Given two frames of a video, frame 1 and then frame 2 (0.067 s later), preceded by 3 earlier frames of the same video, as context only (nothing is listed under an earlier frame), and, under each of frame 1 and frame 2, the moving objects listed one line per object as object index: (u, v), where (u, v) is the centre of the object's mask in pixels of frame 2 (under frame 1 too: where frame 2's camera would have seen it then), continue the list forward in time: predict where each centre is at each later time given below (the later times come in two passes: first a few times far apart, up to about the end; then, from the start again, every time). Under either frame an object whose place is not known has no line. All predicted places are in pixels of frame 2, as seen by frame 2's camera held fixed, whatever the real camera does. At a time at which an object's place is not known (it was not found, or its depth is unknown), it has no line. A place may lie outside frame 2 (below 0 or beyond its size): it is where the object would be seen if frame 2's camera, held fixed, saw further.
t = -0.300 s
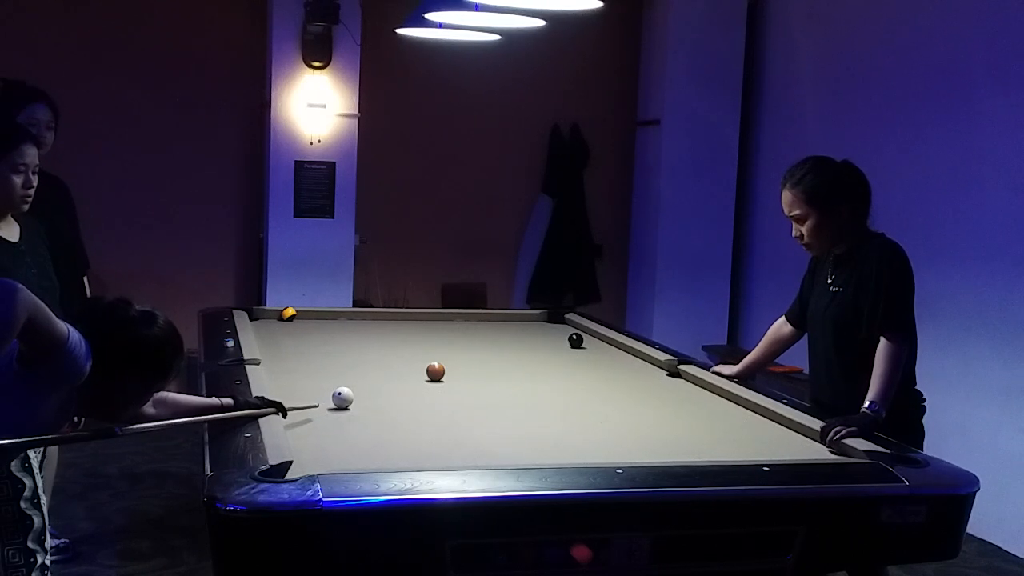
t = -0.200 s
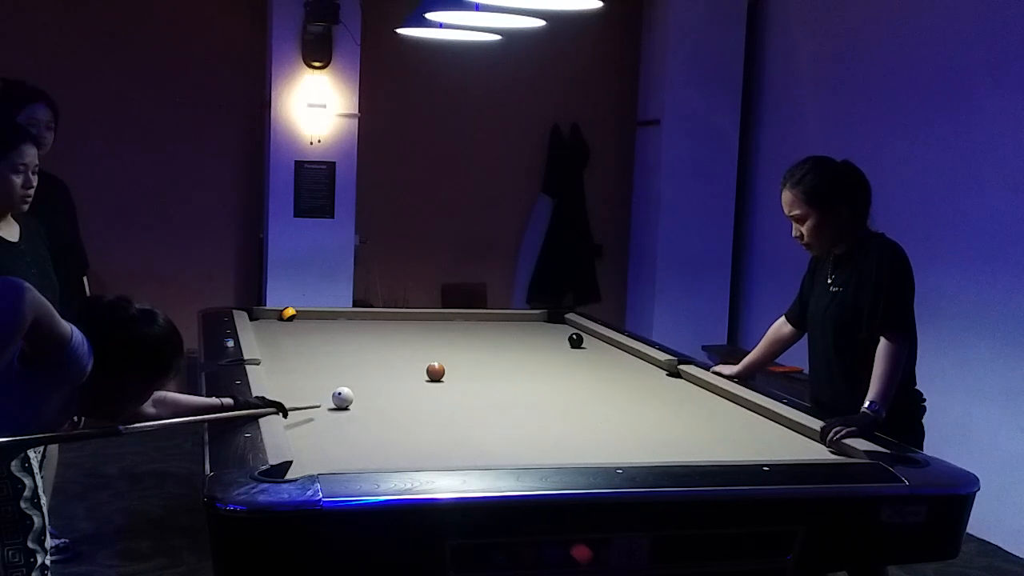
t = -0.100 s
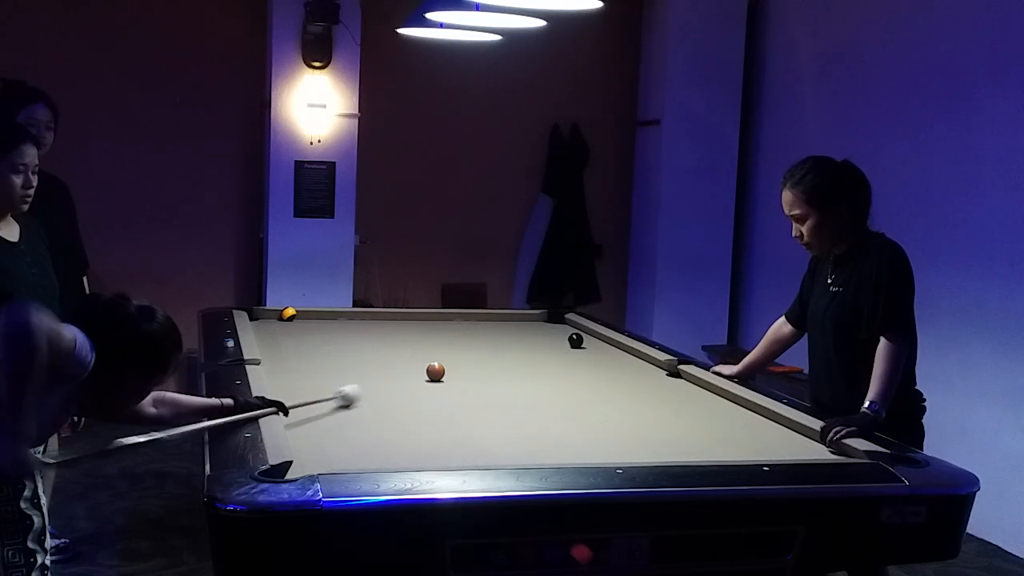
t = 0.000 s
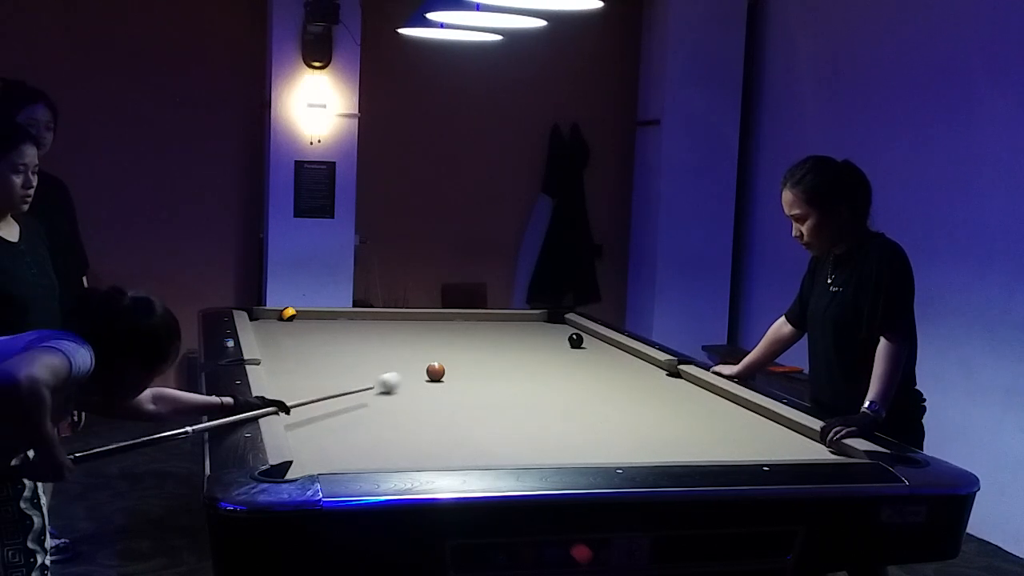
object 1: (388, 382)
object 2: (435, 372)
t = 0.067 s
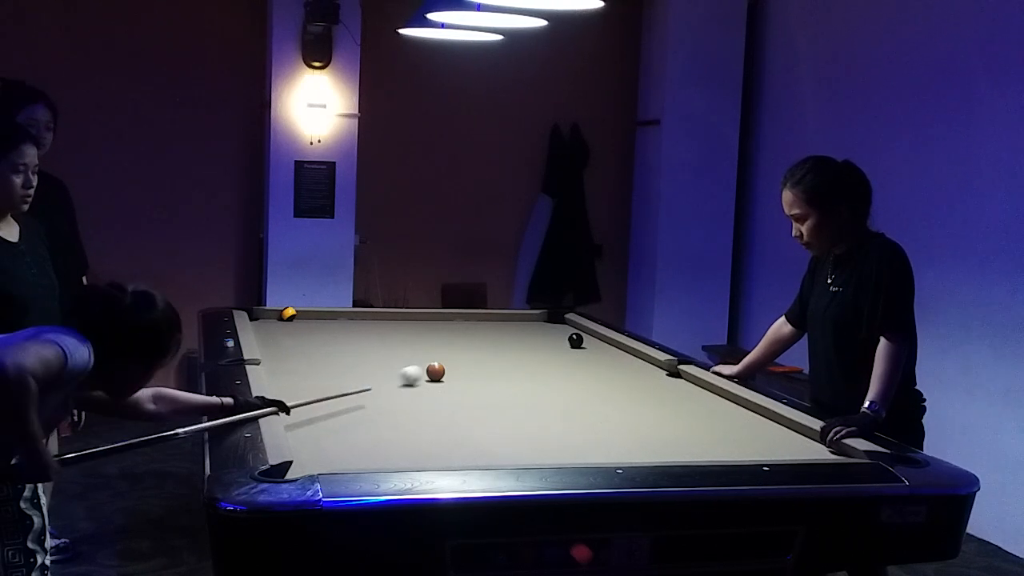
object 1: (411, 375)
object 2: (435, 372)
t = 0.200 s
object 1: (407, 367)
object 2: (474, 368)
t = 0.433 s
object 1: (396, 355)
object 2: (539, 362)
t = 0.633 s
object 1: (389, 346)
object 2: (589, 357)
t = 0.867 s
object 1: (382, 336)
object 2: (623, 352)
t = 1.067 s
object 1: (376, 328)
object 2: (591, 350)
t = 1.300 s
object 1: (370, 321)
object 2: (556, 347)
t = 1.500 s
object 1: (366, 315)
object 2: (527, 346)
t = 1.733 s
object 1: (374, 318)
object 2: (495, 344)
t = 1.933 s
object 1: (382, 321)
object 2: (469, 342)
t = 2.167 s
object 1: (392, 325)
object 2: (440, 340)
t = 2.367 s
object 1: (400, 328)
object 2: (415, 338)
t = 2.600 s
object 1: (409, 332)
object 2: (389, 337)
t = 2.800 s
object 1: (417, 336)
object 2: (367, 335)
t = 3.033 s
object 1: (426, 340)
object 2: (344, 334)
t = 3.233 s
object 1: (433, 343)
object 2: (324, 333)
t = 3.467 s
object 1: (442, 347)
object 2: (303, 331)
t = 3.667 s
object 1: (449, 351)
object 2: (287, 330)
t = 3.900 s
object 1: (457, 354)
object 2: (268, 329)
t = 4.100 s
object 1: (464, 357)
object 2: (260, 328)
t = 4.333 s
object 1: (471, 361)
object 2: (268, 328)
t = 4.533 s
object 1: (476, 364)
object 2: (275, 328)
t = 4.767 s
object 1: (482, 367)
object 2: (281, 327)
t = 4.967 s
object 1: (486, 370)
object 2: (285, 328)
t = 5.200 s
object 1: (491, 373)
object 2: (287, 328)
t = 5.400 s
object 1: (495, 375)
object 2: (289, 327)
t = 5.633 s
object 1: (498, 377)
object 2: (289, 327)
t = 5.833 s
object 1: (500, 379)
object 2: (289, 327)
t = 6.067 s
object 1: (502, 381)
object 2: (289, 327)
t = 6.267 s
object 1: (503, 383)
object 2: (289, 327)
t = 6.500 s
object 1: (504, 384)
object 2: (289, 327)
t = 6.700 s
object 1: (504, 385)
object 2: (289, 327)
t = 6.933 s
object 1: (504, 386)
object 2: (289, 327)
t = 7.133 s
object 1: (504, 386)
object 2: (289, 327)
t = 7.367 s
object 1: (504, 387)
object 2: (289, 327)
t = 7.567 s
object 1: (504, 387)
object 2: (289, 327)
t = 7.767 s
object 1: (504, 387)
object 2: (289, 327)
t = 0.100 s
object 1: (418, 372)
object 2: (437, 371)
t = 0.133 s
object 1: (414, 371)
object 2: (450, 370)
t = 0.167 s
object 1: (410, 369)
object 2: (463, 370)
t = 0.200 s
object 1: (407, 367)
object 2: (474, 368)
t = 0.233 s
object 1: (405, 365)
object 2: (485, 368)
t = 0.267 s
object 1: (403, 364)
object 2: (494, 367)
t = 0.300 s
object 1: (402, 362)
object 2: (504, 366)
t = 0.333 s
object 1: (400, 360)
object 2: (512, 364)
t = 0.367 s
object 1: (399, 359)
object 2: (521, 364)
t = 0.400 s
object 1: (398, 357)
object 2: (530, 363)
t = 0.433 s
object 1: (396, 355)
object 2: (539, 362)
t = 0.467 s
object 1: (395, 353)
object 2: (548, 361)
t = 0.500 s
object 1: (394, 352)
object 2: (556, 360)
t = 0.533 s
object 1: (392, 350)
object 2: (565, 359)
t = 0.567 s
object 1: (391, 349)
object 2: (573, 359)
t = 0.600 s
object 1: (390, 347)
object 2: (581, 357)
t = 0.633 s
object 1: (389, 346)
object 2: (589, 357)
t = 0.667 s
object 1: (388, 344)
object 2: (596, 356)
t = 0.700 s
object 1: (387, 343)
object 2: (604, 356)
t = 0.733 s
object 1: (386, 341)
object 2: (611, 354)
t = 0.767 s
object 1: (385, 340)
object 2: (619, 353)
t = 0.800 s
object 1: (383, 339)
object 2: (626, 353)
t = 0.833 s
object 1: (382, 337)
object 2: (628, 352)
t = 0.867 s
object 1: (382, 336)
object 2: (623, 352)
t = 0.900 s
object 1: (380, 335)
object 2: (618, 351)
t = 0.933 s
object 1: (379, 333)
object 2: (613, 351)
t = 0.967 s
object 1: (379, 332)
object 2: (607, 351)
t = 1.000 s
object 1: (378, 331)
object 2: (602, 351)
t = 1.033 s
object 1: (377, 330)
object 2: (597, 350)
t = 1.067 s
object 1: (376, 328)
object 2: (591, 350)
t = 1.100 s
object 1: (375, 327)
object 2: (586, 350)
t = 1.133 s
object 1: (374, 326)
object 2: (581, 349)
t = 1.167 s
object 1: (374, 325)
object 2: (576, 349)
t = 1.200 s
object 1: (373, 324)
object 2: (571, 349)
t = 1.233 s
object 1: (372, 323)
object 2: (566, 348)
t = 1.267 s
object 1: (371, 322)
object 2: (561, 348)
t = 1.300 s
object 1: (370, 321)
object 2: (556, 347)
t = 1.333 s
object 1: (370, 320)
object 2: (551, 347)
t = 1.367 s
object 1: (369, 319)
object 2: (546, 347)
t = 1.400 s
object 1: (368, 318)
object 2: (541, 347)
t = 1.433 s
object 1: (367, 317)
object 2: (537, 347)
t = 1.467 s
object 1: (366, 316)
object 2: (532, 347)
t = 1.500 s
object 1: (366, 315)
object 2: (527, 346)
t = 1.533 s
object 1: (366, 315)
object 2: (522, 346)
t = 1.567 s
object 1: (367, 315)
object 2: (518, 345)
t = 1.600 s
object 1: (368, 316)
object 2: (513, 344)
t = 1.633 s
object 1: (370, 316)
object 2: (508, 345)
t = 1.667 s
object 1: (371, 317)
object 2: (504, 344)
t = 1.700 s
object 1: (372, 317)
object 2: (499, 344)
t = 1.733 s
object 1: (374, 318)
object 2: (495, 344)
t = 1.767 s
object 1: (375, 318)
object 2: (490, 344)
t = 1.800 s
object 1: (377, 319)
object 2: (486, 343)
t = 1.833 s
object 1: (378, 319)
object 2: (482, 343)
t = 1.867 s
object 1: (379, 320)
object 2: (477, 342)
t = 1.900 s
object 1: (381, 320)
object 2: (473, 342)
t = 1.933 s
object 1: (382, 321)
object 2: (469, 342)
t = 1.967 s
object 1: (384, 322)
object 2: (464, 342)
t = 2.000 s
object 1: (385, 322)
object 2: (460, 341)
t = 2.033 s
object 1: (386, 323)
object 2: (455, 341)
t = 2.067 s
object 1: (388, 323)
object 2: (451, 341)
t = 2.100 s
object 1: (389, 323)
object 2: (447, 341)
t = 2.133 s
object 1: (390, 324)
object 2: (443, 341)
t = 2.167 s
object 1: (392, 325)
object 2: (440, 340)
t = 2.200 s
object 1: (393, 325)
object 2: (435, 340)
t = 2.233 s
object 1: (395, 326)
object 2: (431, 340)
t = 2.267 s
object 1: (396, 327)
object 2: (427, 339)
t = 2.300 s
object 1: (397, 327)
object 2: (423, 339)
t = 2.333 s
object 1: (399, 328)
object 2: (419, 339)
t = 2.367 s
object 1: (400, 328)
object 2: (415, 338)
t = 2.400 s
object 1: (401, 328)
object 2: (411, 338)
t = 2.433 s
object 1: (402, 328)
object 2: (408, 338)
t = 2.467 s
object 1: (404, 327)
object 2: (404, 338)
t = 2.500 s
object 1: (407, 329)
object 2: (400, 338)
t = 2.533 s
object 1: (407, 331)
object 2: (396, 337)
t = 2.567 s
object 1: (408, 332)
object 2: (392, 337)
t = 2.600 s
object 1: (409, 332)
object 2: (389, 337)
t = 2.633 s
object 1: (411, 333)
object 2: (385, 336)
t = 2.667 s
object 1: (412, 334)
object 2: (381, 336)
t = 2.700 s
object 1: (413, 334)
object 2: (378, 336)
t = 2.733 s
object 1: (414, 335)
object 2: (374, 336)
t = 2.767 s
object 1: (416, 335)
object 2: (371, 336)
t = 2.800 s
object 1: (417, 336)
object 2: (367, 335)
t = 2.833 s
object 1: (418, 336)
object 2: (363, 335)
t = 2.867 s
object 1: (419, 337)
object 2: (360, 335)
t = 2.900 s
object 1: (421, 337)
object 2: (357, 335)
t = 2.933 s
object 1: (422, 338)
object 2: (354, 335)
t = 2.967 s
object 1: (423, 339)
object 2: (350, 334)
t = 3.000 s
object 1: (425, 339)
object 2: (347, 334)
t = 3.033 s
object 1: (426, 340)
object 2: (344, 334)
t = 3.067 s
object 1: (427, 340)
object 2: (340, 334)
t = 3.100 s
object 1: (428, 341)
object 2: (337, 334)
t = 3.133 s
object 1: (430, 341)
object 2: (334, 333)
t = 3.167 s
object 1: (431, 342)
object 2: (331, 333)
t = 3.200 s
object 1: (432, 343)
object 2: (328, 333)
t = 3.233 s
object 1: (433, 343)
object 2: (324, 333)
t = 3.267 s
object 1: (434, 344)
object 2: (322, 333)
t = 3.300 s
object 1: (436, 344)
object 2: (318, 333)
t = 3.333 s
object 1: (437, 345)
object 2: (315, 332)
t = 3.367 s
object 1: (438, 346)
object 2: (312, 332)
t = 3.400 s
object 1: (439, 346)
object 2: (310, 332)
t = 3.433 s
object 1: (441, 347)
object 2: (307, 332)
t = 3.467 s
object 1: (442, 347)
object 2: (303, 331)
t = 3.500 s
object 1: (443, 348)
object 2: (300, 331)
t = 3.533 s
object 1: (444, 348)
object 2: (297, 331)
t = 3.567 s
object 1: (446, 349)
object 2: (295, 331)
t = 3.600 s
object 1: (447, 349)
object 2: (292, 331)
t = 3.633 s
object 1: (448, 350)
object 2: (289, 331)
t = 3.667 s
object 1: (449, 351)
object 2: (287, 330)
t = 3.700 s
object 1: (450, 351)
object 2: (284, 330)
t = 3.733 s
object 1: (452, 352)
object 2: (281, 330)
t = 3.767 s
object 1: (453, 352)
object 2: (279, 330)
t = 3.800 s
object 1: (454, 353)
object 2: (276, 330)
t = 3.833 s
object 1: (455, 353)
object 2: (273, 330)
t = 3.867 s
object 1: (456, 354)
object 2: (271, 329)
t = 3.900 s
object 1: (457, 354)
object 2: (268, 329)
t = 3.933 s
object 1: (458, 355)
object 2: (265, 329)
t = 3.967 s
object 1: (459, 355)
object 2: (263, 329)
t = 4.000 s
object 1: (460, 356)
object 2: (261, 329)
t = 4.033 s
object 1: (461, 356)
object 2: (259, 328)
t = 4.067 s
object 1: (462, 357)
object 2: (259, 328)
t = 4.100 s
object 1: (464, 357)
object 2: (260, 328)
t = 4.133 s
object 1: (465, 358)
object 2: (262, 328)
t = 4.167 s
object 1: (466, 359)
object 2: (263, 328)
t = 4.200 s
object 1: (467, 359)
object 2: (264, 328)
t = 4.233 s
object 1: (468, 360)
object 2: (265, 328)
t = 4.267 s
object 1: (469, 360)
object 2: (267, 328)
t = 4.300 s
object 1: (470, 361)
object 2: (268, 328)
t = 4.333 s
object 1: (471, 361)
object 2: (268, 328)
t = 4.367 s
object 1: (472, 362)
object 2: (270, 328)
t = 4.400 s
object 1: (473, 362)
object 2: (270, 328)
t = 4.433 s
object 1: (474, 362)
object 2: (272, 328)
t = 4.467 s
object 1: (474, 363)
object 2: (273, 328)
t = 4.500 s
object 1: (475, 364)
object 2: (274, 328)
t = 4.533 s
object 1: (476, 364)
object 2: (275, 328)
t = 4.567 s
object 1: (477, 364)
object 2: (276, 328)
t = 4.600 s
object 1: (478, 365)
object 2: (277, 328)
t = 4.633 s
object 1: (479, 365)
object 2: (278, 328)
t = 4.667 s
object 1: (480, 366)
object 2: (278, 328)
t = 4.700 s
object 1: (480, 366)
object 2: (280, 327)
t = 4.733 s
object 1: (481, 367)
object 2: (280, 328)
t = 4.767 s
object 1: (482, 367)
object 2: (281, 327)
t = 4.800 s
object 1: (483, 368)
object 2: (281, 328)
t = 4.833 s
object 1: (484, 368)
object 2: (282, 328)
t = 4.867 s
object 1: (484, 369)
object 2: (283, 328)
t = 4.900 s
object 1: (485, 369)
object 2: (284, 328)
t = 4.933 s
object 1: (486, 369)
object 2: (284, 328)
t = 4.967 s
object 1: (486, 370)
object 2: (285, 328)
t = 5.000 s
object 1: (487, 370)
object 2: (285, 328)
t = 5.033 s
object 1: (488, 371)
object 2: (286, 328)
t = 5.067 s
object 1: (488, 371)
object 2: (286, 328)
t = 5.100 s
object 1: (489, 371)
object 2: (286, 328)
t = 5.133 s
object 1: (490, 372)
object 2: (286, 328)
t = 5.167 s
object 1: (491, 372)
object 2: (287, 328)
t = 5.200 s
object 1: (491, 373)
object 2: (287, 328)
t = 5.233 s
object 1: (492, 373)
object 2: (287, 328)
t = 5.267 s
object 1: (492, 374)
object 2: (288, 328)
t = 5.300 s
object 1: (493, 374)
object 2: (288, 328)
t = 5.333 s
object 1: (494, 374)
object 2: (288, 328)
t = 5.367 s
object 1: (494, 374)
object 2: (288, 328)
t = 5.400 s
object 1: (495, 375)
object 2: (289, 327)
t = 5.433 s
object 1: (495, 375)
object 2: (289, 328)
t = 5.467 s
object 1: (496, 376)
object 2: (289, 327)
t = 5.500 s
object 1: (496, 376)
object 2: (289, 327)
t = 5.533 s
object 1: (497, 376)
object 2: (289, 327)
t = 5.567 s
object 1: (497, 377)
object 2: (289, 327)
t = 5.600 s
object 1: (498, 377)
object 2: (289, 327)
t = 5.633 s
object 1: (498, 377)
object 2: (289, 327)
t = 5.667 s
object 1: (498, 378)
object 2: (289, 327)
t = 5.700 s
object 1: (499, 378)
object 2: (289, 327)
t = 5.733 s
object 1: (499, 378)
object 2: (289, 327)
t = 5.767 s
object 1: (499, 379)
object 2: (289, 327)
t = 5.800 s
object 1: (500, 379)
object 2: (289, 327)
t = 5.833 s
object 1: (500, 379)
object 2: (289, 327)
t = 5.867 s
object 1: (500, 380)
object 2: (289, 327)
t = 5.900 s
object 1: (501, 380)
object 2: (289, 327)
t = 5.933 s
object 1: (501, 380)
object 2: (289, 327)
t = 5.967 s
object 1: (501, 380)
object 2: (289, 327)
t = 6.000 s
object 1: (501, 381)
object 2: (289, 327)
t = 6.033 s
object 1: (502, 381)
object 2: (289, 327)
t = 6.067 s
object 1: (502, 381)
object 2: (289, 327)
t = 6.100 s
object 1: (502, 381)
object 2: (289, 327)
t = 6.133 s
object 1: (502, 382)
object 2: (289, 327)
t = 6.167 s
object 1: (503, 382)
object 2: (289, 328)
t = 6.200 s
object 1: (503, 382)
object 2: (289, 327)
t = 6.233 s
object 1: (503, 382)
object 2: (289, 327)
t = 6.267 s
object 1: (503, 383)
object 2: (289, 327)
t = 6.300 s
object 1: (503, 383)
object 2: (289, 327)
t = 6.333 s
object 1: (503, 383)
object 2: (289, 327)
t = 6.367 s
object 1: (503, 383)
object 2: (289, 327)
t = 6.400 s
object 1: (503, 383)
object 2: (289, 327)
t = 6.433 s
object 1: (504, 384)
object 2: (289, 327)
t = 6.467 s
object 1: (504, 384)
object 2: (289, 327)
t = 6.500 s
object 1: (504, 384)
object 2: (289, 327)
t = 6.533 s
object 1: (504, 384)
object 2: (289, 327)
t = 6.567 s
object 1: (504, 384)
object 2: (289, 327)
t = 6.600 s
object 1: (504, 384)
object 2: (289, 327)
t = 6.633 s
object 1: (504, 385)
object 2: (289, 327)
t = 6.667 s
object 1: (504, 385)
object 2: (289, 327)
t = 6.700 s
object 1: (504, 385)
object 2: (289, 327)
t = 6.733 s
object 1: (504, 385)
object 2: (289, 327)
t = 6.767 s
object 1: (504, 385)
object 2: (289, 327)
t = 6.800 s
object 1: (504, 385)
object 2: (289, 327)
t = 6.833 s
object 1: (504, 385)
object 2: (289, 327)
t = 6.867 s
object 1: (504, 385)
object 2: (289, 327)
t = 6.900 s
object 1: (504, 386)
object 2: (289, 327)
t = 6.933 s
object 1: (504, 386)
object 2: (289, 327)
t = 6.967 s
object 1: (504, 386)
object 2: (289, 327)
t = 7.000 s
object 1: (504, 386)
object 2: (289, 327)
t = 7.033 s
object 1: (504, 386)
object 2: (289, 327)
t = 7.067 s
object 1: (504, 386)
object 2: (289, 327)
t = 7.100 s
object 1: (504, 386)
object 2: (289, 327)
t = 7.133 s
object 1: (504, 386)
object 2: (289, 327)
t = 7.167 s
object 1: (504, 386)
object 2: (289, 327)
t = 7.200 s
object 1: (504, 386)
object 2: (289, 327)
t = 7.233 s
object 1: (504, 387)
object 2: (289, 327)
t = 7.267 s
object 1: (504, 387)
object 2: (289, 327)
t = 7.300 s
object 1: (504, 387)
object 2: (289, 327)
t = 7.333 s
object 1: (504, 387)
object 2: (289, 327)
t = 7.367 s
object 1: (504, 387)
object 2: (289, 327)
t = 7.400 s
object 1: (504, 387)
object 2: (289, 327)
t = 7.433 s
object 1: (504, 387)
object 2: (289, 327)
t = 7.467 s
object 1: (504, 387)
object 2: (289, 327)
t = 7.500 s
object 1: (504, 387)
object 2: (289, 327)
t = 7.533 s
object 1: (504, 387)
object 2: (289, 327)
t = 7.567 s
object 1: (504, 387)
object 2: (289, 327)
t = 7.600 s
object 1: (504, 387)
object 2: (289, 327)
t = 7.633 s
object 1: (504, 387)
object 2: (289, 327)
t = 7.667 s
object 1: (504, 387)
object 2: (289, 327)
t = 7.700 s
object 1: (504, 387)
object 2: (289, 327)
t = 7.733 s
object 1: (504, 387)
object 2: (289, 327)
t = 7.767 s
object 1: (504, 387)
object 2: (289, 327)
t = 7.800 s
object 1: (504, 387)
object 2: (289, 327)
